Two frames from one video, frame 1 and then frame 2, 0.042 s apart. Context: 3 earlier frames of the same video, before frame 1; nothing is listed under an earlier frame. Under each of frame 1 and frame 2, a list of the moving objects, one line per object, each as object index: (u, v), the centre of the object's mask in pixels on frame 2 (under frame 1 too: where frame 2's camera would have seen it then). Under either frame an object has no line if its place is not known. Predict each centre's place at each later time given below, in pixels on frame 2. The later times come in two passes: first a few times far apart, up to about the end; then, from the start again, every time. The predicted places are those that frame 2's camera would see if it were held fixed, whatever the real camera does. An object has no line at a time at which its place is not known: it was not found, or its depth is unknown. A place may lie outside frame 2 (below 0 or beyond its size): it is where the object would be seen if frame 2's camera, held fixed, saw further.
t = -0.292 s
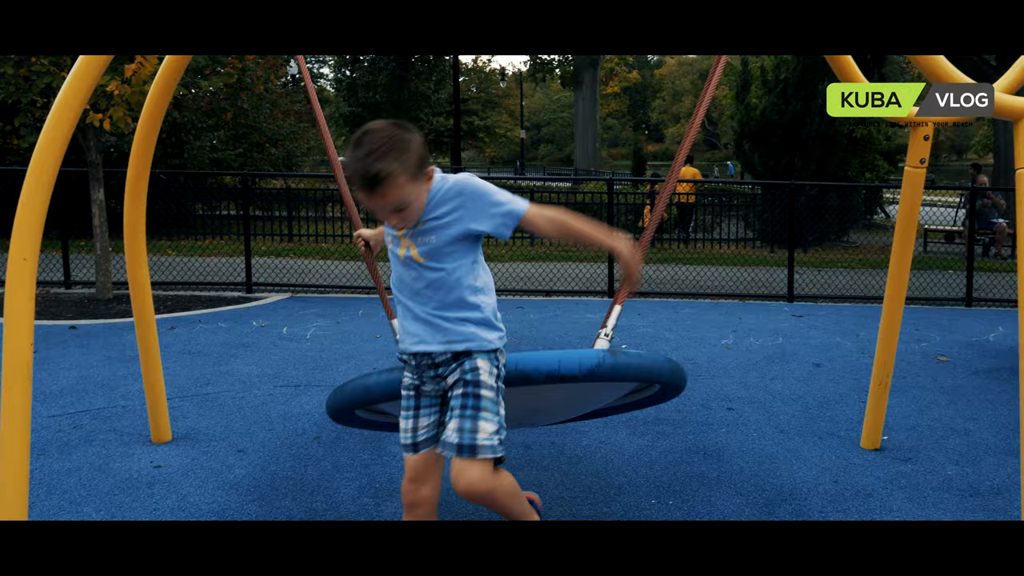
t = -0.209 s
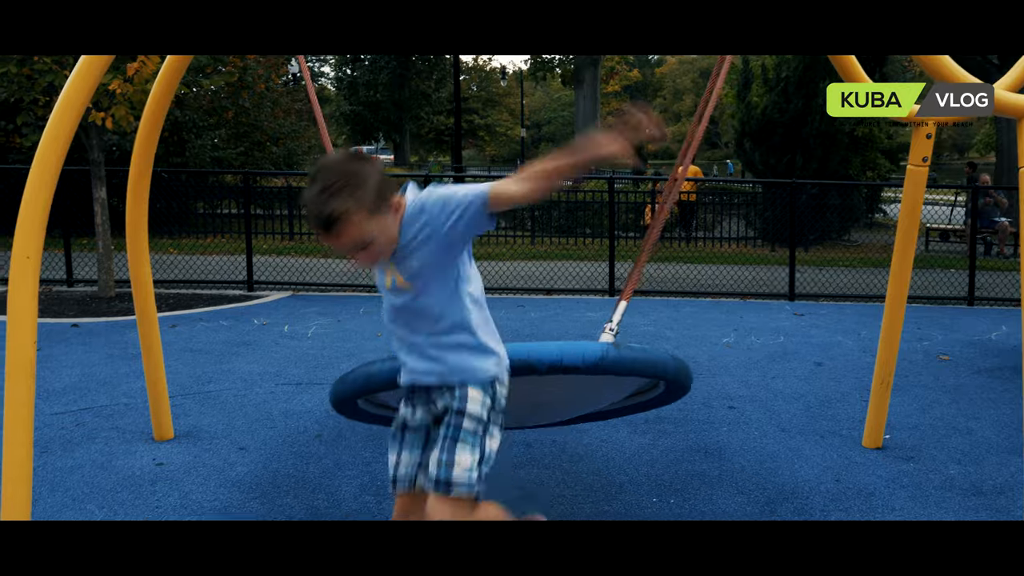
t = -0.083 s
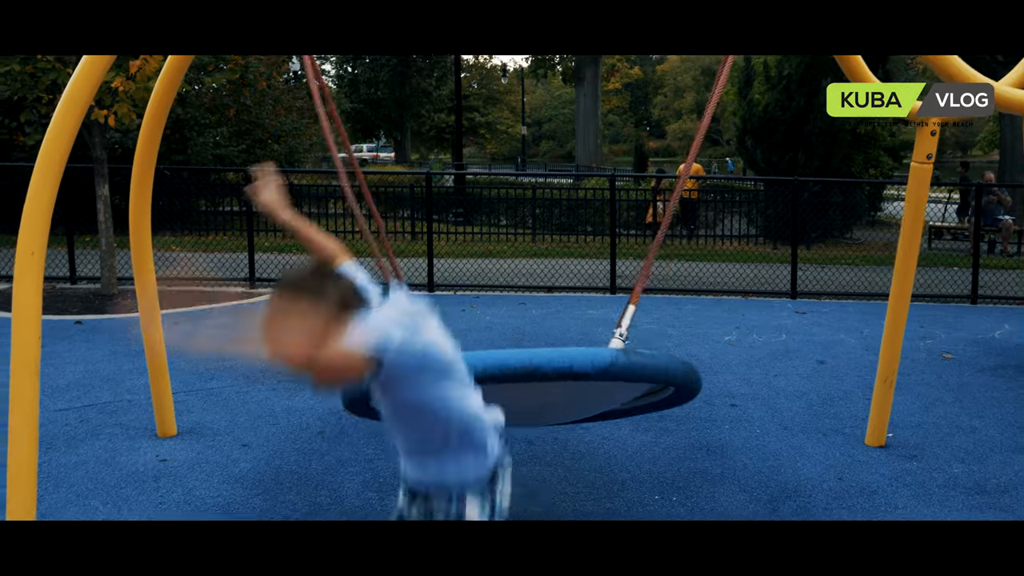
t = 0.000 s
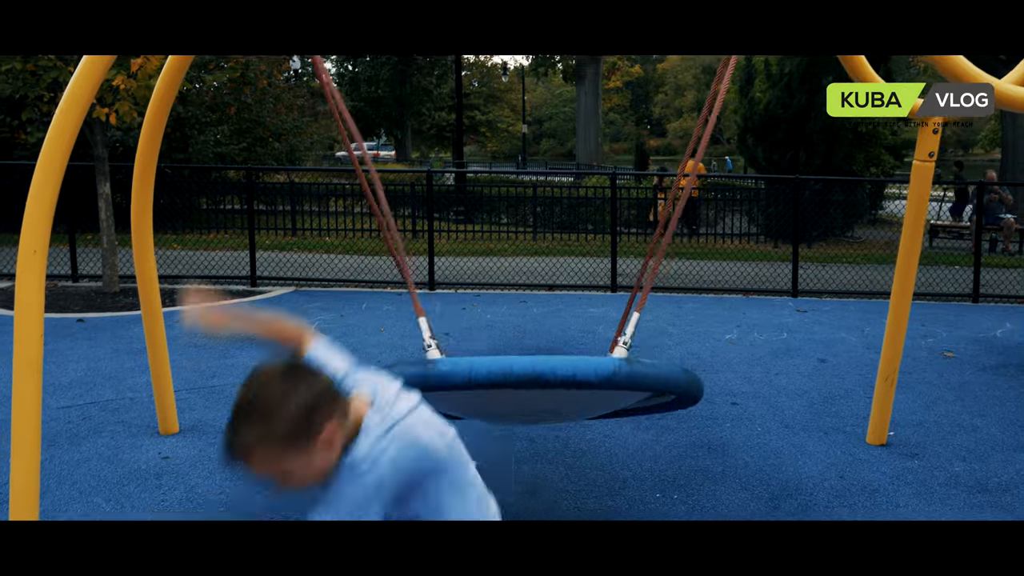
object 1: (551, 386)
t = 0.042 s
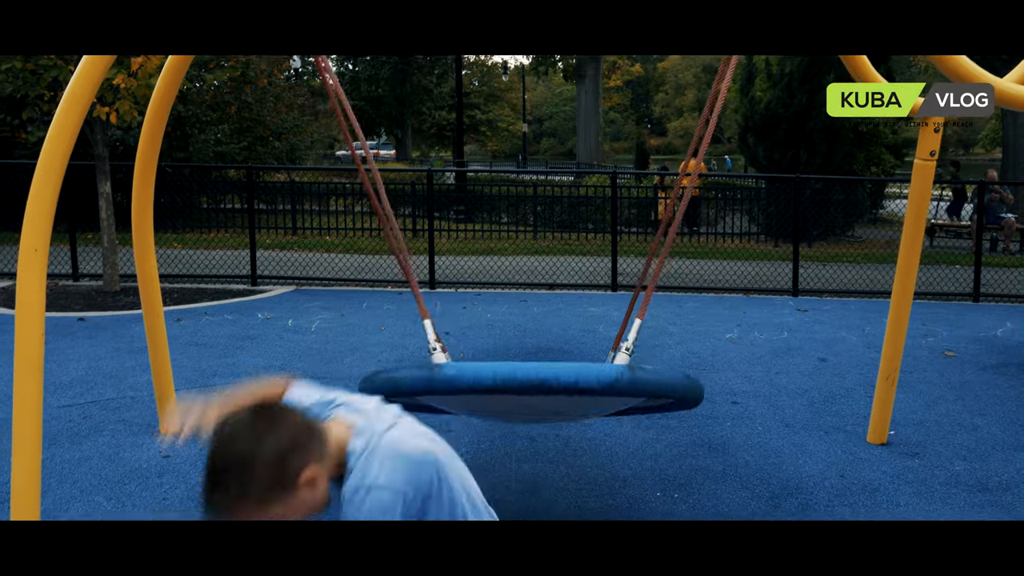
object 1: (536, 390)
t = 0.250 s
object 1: (538, 399)
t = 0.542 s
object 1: (532, 372)
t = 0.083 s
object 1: (534, 394)
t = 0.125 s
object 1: (536, 396)
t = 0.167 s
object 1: (537, 399)
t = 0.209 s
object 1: (536, 399)
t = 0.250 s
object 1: (538, 399)
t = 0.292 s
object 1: (538, 398)
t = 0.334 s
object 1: (538, 396)
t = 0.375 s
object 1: (538, 393)
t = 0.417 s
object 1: (536, 389)
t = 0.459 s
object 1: (534, 384)
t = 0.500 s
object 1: (533, 378)
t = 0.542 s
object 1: (532, 372)
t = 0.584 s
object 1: (530, 365)
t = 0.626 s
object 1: (528, 358)
